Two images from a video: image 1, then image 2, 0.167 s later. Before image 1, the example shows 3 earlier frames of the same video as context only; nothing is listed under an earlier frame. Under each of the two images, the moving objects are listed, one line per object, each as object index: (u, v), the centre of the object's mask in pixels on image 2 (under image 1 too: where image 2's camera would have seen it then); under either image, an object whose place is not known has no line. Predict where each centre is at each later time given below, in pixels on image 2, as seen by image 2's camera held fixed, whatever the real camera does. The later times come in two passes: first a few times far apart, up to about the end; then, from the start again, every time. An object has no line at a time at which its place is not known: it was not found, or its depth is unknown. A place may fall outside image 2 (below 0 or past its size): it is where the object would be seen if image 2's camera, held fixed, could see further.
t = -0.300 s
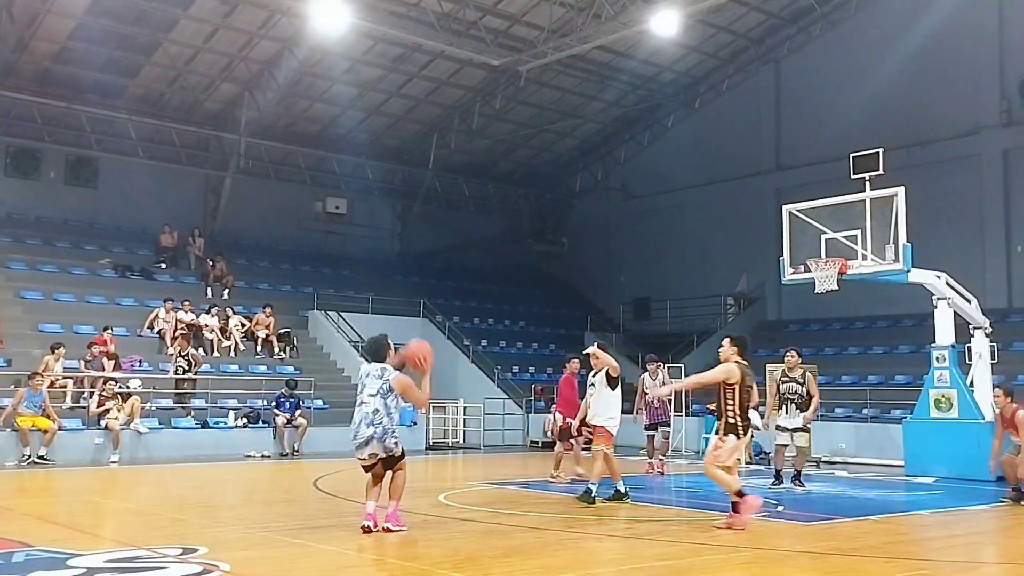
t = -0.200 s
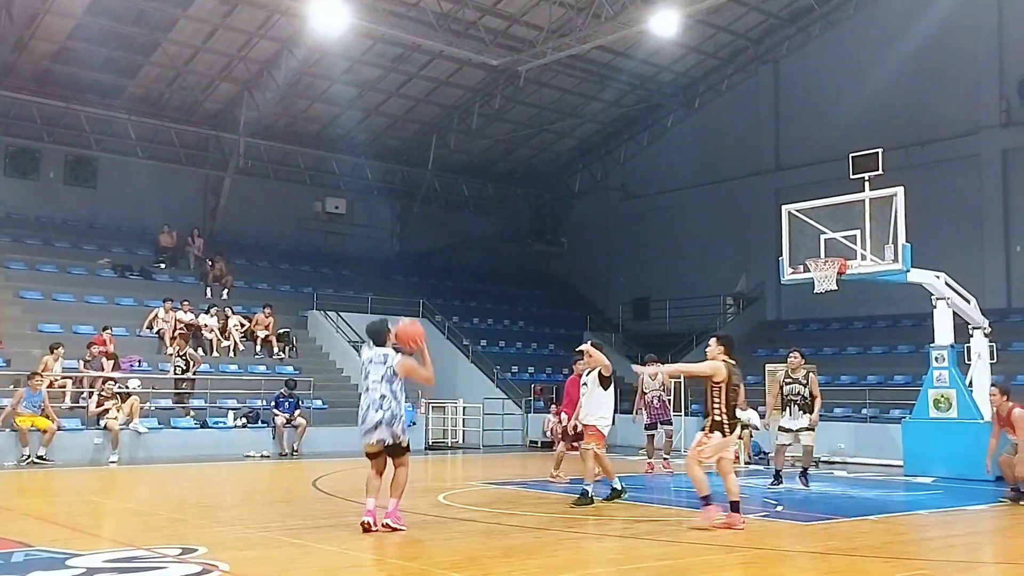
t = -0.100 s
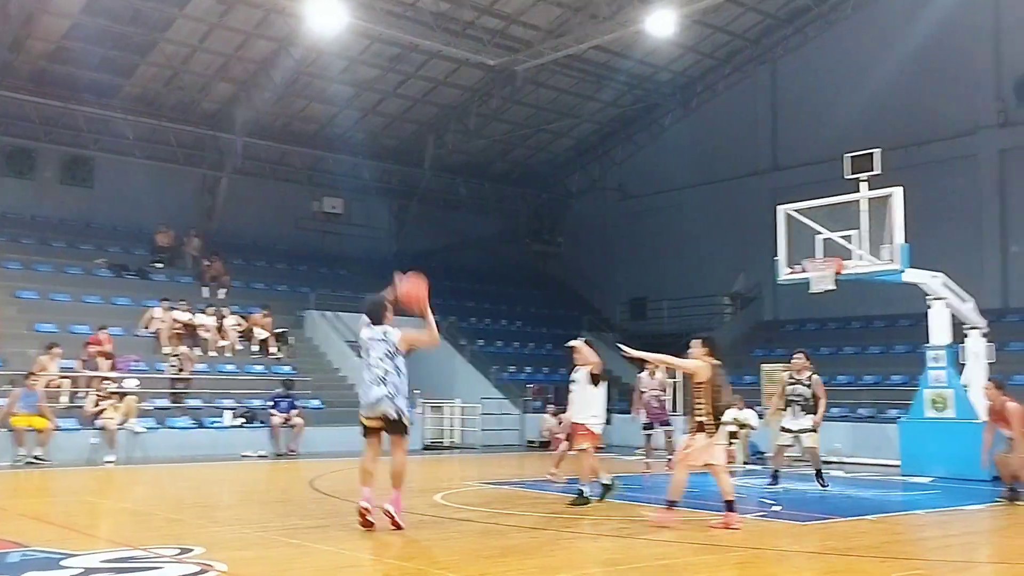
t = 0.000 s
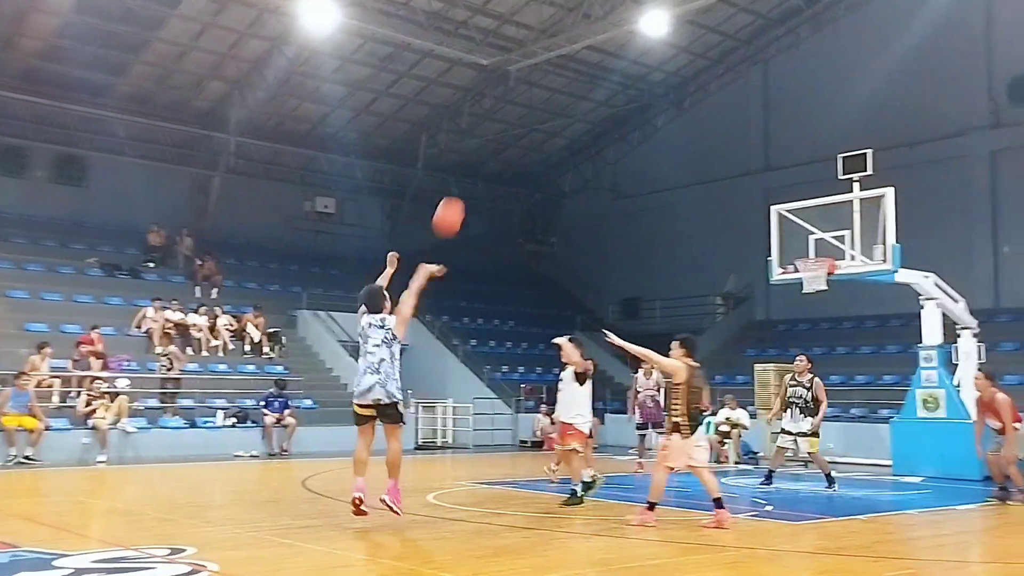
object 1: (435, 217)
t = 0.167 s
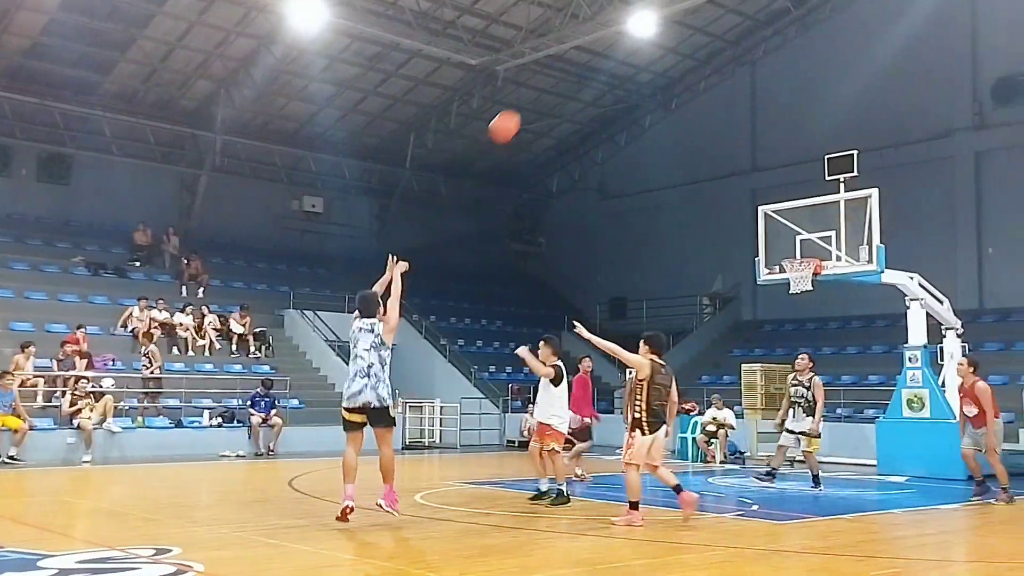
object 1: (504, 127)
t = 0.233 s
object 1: (529, 102)
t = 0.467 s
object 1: (602, 56)
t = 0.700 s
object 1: (662, 61)
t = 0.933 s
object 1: (712, 106)
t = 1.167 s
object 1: (755, 185)
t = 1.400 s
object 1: (769, 241)
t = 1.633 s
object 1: (721, 212)
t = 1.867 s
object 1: (677, 223)
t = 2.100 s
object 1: (632, 272)
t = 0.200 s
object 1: (517, 114)
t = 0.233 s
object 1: (529, 102)
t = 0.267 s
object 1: (540, 92)
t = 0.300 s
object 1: (552, 82)
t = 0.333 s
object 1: (562, 74)
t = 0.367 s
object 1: (573, 68)
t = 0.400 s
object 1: (583, 63)
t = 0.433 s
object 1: (593, 59)
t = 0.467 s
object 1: (602, 56)
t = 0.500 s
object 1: (611, 54)
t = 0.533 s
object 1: (620, 53)
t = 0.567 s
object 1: (629, 53)
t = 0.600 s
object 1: (637, 54)
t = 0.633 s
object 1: (646, 55)
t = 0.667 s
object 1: (654, 57)
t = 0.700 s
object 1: (662, 61)
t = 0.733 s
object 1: (670, 65)
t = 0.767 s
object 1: (677, 70)
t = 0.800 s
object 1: (685, 75)
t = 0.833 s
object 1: (692, 82)
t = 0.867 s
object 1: (699, 89)
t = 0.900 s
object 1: (705, 97)
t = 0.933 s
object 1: (712, 106)
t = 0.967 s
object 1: (718, 115)
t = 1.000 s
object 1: (725, 125)
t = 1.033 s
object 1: (731, 136)
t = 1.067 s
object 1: (737, 147)
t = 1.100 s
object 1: (744, 159)
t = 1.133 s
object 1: (750, 172)
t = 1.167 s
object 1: (755, 185)
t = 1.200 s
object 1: (760, 197)
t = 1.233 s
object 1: (766, 211)
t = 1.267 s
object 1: (772, 228)
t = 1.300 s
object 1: (777, 242)
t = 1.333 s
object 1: (781, 254)
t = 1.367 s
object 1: (774, 248)
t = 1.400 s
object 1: (769, 241)
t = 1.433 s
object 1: (761, 234)
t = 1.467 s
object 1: (753, 228)
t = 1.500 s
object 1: (748, 224)
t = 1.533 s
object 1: (741, 220)
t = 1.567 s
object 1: (735, 216)
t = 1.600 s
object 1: (728, 214)
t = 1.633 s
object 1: (721, 212)
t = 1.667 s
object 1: (715, 212)
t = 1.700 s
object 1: (709, 211)
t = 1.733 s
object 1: (702, 212)
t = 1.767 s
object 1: (696, 214)
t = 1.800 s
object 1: (689, 216)
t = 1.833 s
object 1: (683, 219)
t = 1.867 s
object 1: (677, 223)
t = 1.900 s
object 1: (670, 228)
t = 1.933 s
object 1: (664, 233)
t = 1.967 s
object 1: (657, 239)
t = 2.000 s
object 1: (651, 246)
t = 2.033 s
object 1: (645, 254)
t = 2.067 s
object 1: (638, 263)
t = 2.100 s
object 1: (632, 272)
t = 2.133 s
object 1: (626, 282)
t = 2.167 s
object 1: (619, 293)
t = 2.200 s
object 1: (613, 305)
